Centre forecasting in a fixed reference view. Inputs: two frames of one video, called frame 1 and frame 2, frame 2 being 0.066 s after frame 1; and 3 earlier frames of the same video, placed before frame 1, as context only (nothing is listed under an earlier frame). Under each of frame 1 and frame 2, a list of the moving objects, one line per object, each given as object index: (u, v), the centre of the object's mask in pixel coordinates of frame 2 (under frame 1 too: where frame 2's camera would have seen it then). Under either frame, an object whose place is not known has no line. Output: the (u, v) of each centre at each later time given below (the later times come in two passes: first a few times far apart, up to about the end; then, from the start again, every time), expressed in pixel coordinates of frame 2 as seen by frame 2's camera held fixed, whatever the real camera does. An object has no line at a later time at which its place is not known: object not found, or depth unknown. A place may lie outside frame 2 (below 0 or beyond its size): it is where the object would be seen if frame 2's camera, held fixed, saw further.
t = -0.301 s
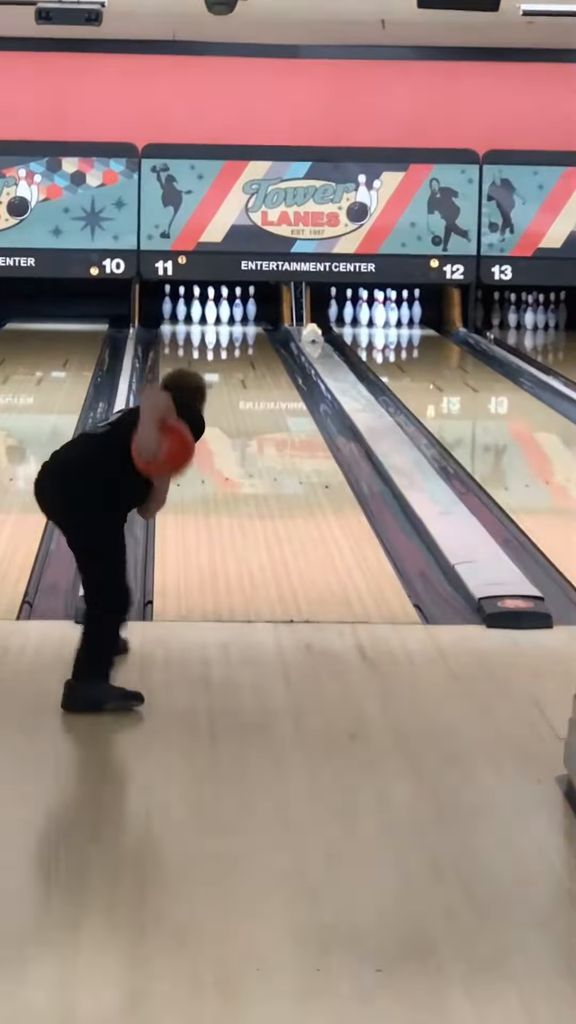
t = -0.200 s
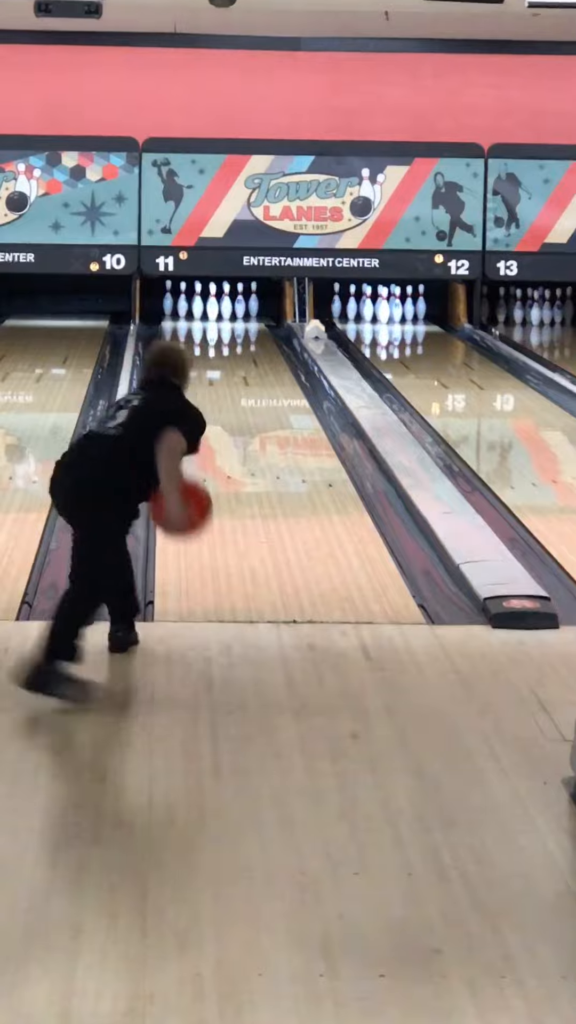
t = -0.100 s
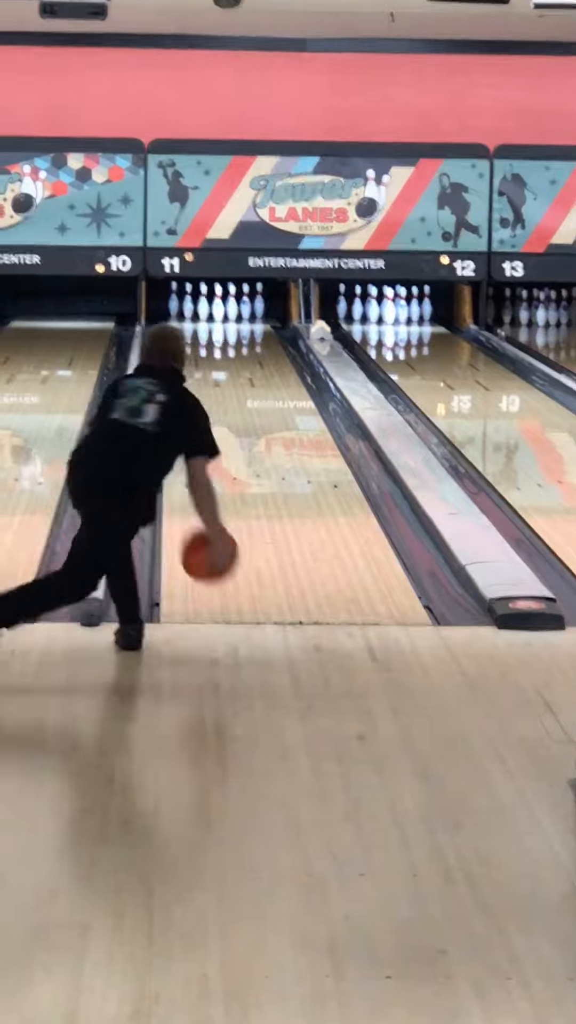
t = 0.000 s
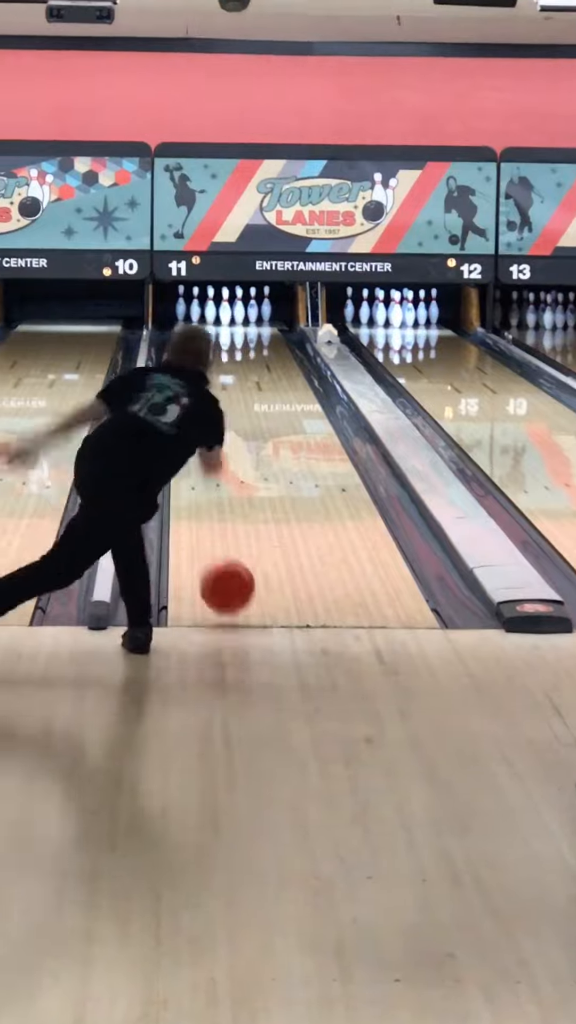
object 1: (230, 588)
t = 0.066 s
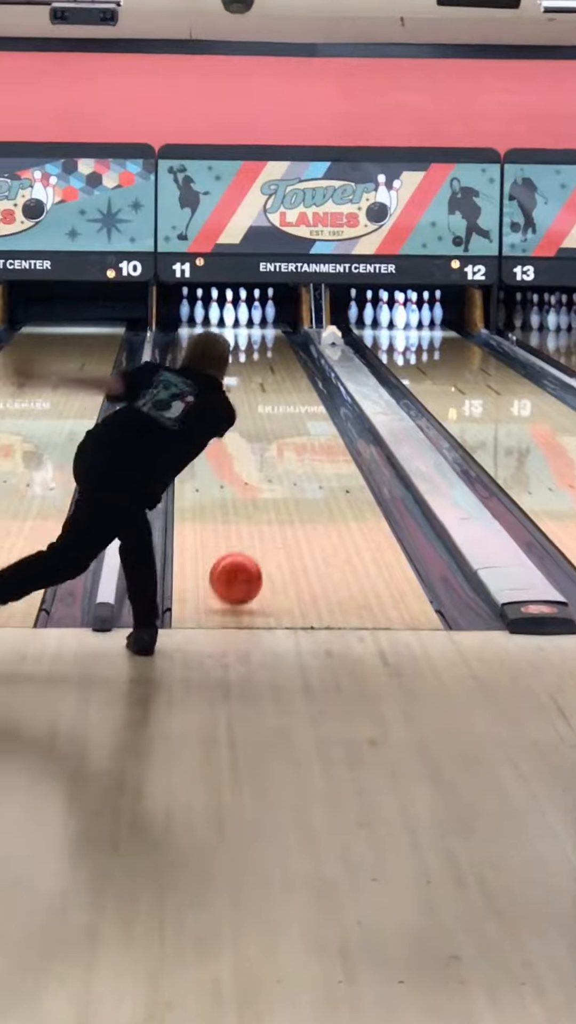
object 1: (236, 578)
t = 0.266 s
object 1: (247, 543)
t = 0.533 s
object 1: (256, 499)
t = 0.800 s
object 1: (264, 468)
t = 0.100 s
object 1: (238, 571)
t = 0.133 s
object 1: (240, 567)
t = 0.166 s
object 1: (242, 562)
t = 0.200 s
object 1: (244, 556)
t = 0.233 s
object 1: (246, 549)
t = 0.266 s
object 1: (247, 543)
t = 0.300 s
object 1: (248, 537)
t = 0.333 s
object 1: (250, 531)
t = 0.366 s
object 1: (252, 525)
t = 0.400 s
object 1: (252, 520)
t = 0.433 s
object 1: (253, 516)
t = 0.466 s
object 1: (257, 509)
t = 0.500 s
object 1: (255, 504)
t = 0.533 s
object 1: (256, 499)
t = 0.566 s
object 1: (257, 495)
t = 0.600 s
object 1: (258, 491)
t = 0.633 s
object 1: (259, 487)
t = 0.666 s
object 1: (260, 482)
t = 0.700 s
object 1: (261, 478)
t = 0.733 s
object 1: (262, 474)
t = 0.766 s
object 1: (263, 471)
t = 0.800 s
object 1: (264, 468)
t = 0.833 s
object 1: (265, 465)
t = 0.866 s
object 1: (266, 462)
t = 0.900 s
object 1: (266, 458)
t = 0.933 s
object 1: (267, 456)
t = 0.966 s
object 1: (268, 453)
